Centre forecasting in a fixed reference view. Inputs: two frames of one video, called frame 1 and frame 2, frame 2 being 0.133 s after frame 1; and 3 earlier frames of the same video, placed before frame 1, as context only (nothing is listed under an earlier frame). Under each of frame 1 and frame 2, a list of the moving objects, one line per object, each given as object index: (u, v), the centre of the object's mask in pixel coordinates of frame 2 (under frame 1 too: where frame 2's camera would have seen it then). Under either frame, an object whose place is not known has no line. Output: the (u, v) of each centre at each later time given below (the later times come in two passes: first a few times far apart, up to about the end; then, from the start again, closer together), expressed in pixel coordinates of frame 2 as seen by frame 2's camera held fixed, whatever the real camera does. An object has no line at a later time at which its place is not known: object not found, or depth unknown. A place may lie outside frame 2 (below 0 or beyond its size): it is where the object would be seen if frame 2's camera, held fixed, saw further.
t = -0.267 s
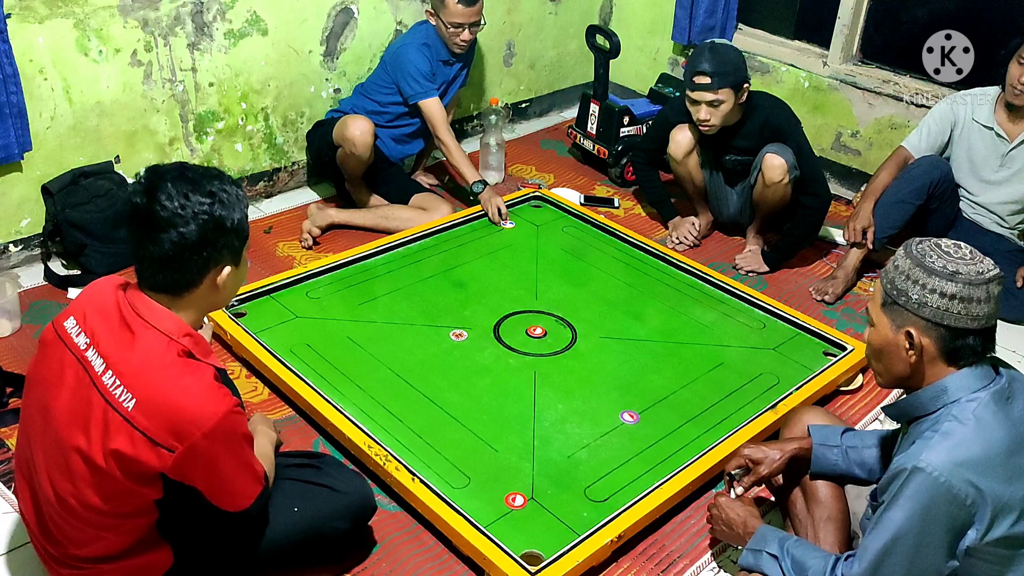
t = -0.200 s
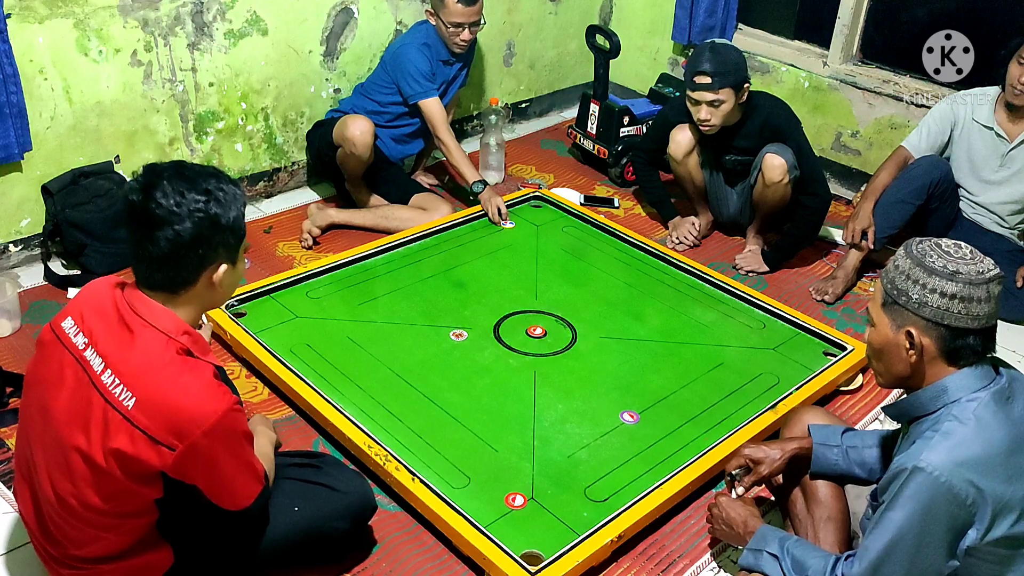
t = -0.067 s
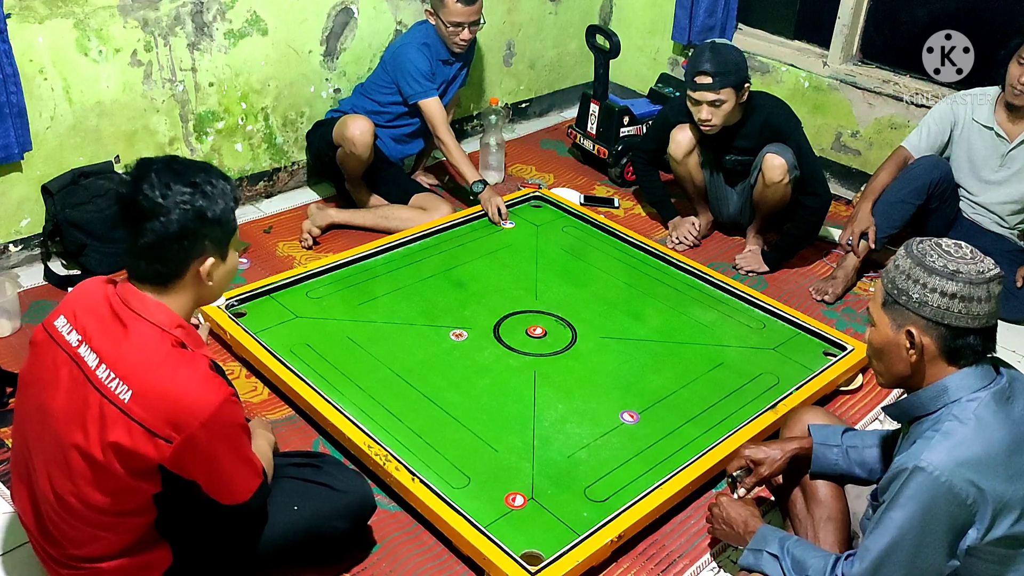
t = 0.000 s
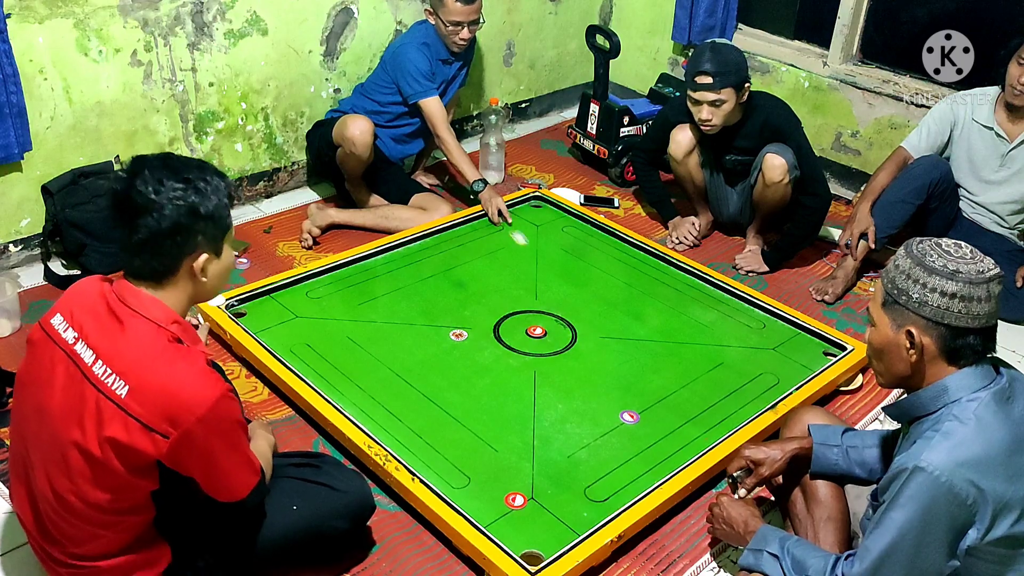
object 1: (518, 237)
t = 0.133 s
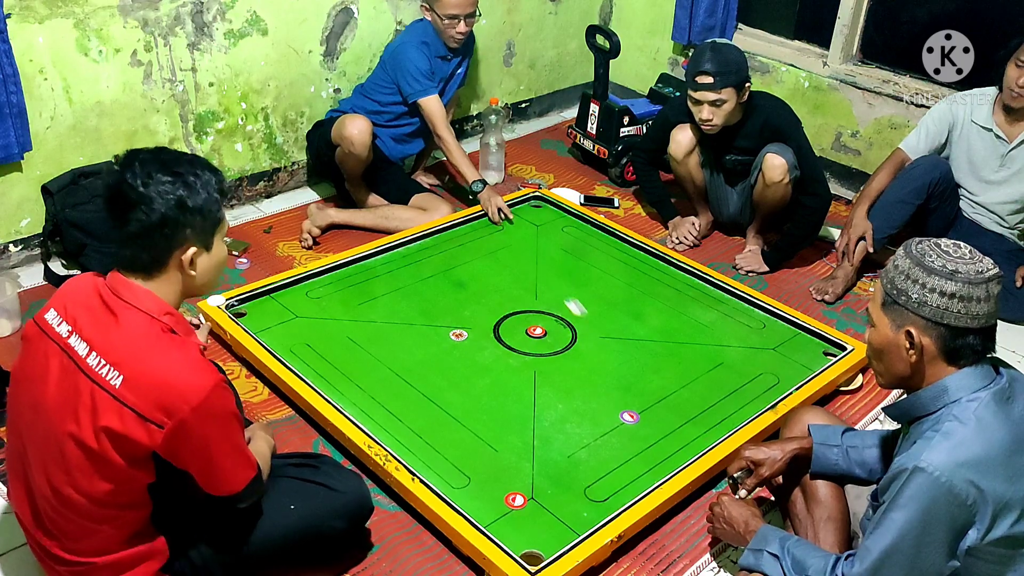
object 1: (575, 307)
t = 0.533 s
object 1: (550, 407)
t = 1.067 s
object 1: (244, 314)
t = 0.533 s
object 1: (550, 407)
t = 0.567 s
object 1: (528, 400)
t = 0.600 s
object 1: (506, 394)
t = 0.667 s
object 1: (465, 381)
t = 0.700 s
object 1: (445, 375)
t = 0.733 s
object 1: (425, 369)
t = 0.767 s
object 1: (405, 363)
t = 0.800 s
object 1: (386, 357)
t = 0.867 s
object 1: (349, 346)
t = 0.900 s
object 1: (330, 340)
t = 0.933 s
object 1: (312, 335)
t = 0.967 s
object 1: (295, 330)
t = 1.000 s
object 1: (277, 324)
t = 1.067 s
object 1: (244, 314)
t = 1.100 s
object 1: (236, 309)
